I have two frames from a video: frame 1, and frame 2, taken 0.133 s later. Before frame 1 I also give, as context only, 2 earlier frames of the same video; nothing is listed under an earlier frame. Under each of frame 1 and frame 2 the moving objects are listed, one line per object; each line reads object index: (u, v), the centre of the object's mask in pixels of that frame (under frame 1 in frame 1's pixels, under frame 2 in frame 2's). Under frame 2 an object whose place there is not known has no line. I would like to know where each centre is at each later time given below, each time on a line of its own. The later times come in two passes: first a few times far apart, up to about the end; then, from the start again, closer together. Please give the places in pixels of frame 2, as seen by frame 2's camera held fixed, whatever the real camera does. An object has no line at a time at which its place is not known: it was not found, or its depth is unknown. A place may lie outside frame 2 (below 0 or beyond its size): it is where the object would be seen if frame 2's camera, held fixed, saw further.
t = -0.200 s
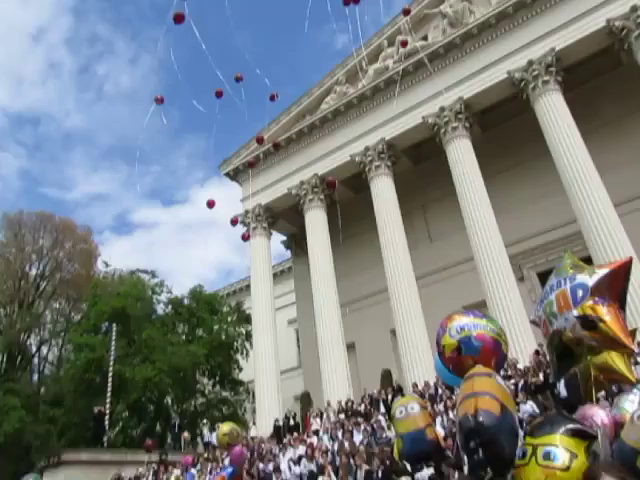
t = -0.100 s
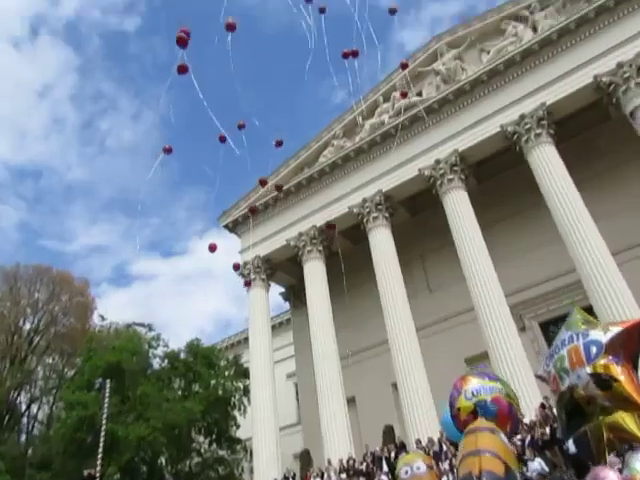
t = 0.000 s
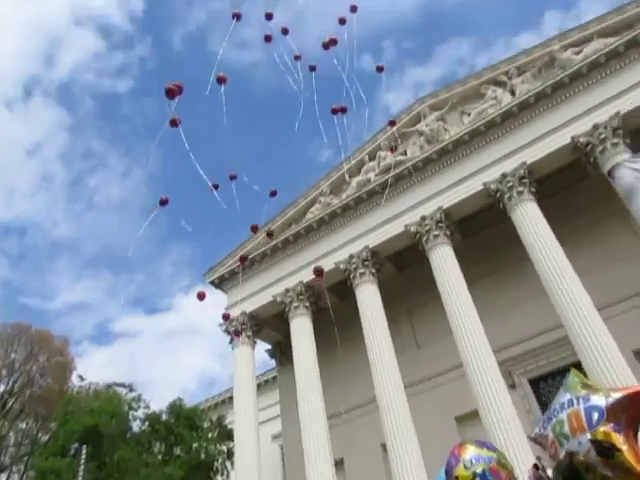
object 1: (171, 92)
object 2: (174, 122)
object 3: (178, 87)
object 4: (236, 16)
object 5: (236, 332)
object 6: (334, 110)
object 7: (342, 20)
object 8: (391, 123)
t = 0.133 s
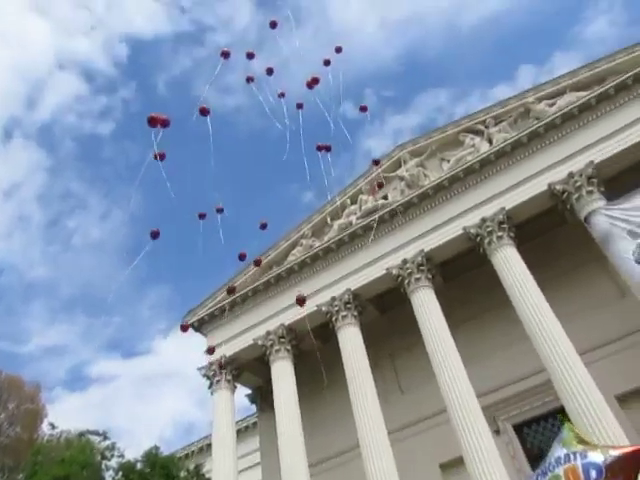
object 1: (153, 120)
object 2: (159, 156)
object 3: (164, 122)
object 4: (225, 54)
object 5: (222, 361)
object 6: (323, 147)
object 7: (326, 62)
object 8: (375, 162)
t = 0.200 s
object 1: (159, 111)
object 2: (166, 150)
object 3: (171, 116)
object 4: (232, 48)
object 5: (225, 357)
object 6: (329, 142)
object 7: (332, 58)
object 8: (380, 157)
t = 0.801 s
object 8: (403, 124)
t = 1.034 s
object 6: (355, 98)
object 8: (400, 114)
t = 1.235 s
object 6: (357, 88)
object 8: (400, 106)
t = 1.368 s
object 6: (357, 78)
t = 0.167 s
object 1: (155, 115)
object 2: (162, 152)
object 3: (167, 118)
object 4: (229, 50)
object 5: (223, 361)
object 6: (325, 145)
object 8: (378, 160)
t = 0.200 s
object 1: (159, 111)
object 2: (166, 150)
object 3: (171, 116)
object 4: (232, 48)
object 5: (225, 357)
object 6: (329, 142)
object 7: (332, 58)
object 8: (380, 157)
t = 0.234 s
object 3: (174, 113)
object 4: (236, 45)
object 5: (229, 354)
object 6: (332, 140)
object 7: (334, 55)
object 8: (382, 155)
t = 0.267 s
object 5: (230, 351)
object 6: (334, 137)
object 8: (384, 152)
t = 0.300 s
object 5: (231, 347)
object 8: (386, 150)
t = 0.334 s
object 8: (388, 147)
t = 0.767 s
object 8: (402, 126)
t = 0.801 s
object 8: (403, 124)
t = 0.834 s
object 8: (402, 123)
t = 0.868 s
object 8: (402, 122)
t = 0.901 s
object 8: (401, 120)
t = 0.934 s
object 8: (401, 119)
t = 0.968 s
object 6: (355, 100)
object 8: (401, 116)
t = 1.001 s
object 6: (355, 99)
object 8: (401, 116)
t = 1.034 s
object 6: (355, 98)
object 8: (400, 114)
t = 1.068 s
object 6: (354, 95)
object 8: (399, 113)
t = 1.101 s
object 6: (355, 94)
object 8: (399, 111)
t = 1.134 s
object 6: (356, 93)
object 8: (400, 110)
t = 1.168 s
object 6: (356, 90)
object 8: (400, 108)
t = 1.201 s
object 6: (356, 89)
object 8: (399, 107)
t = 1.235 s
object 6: (357, 88)
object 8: (400, 106)
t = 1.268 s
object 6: (356, 84)
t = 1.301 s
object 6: (356, 83)
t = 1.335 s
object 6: (358, 80)
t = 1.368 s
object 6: (357, 78)
